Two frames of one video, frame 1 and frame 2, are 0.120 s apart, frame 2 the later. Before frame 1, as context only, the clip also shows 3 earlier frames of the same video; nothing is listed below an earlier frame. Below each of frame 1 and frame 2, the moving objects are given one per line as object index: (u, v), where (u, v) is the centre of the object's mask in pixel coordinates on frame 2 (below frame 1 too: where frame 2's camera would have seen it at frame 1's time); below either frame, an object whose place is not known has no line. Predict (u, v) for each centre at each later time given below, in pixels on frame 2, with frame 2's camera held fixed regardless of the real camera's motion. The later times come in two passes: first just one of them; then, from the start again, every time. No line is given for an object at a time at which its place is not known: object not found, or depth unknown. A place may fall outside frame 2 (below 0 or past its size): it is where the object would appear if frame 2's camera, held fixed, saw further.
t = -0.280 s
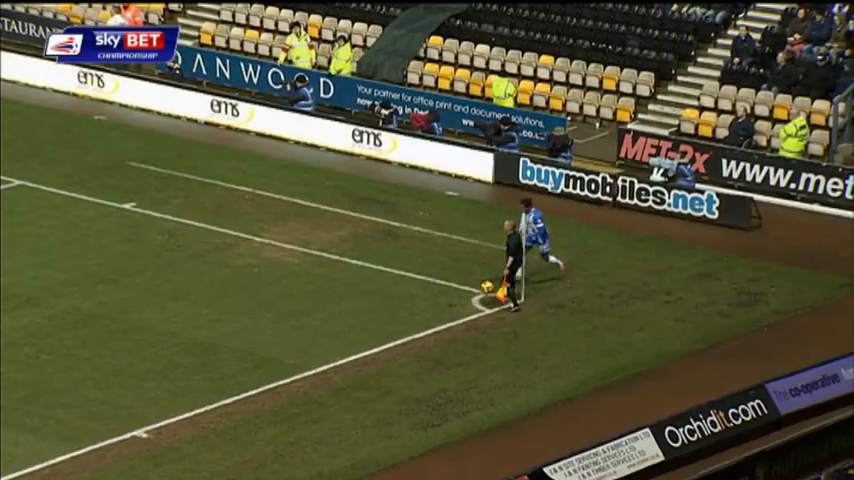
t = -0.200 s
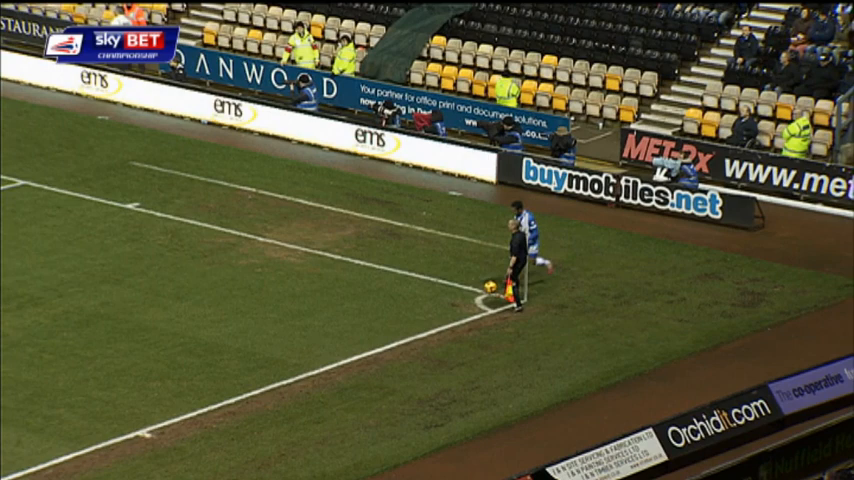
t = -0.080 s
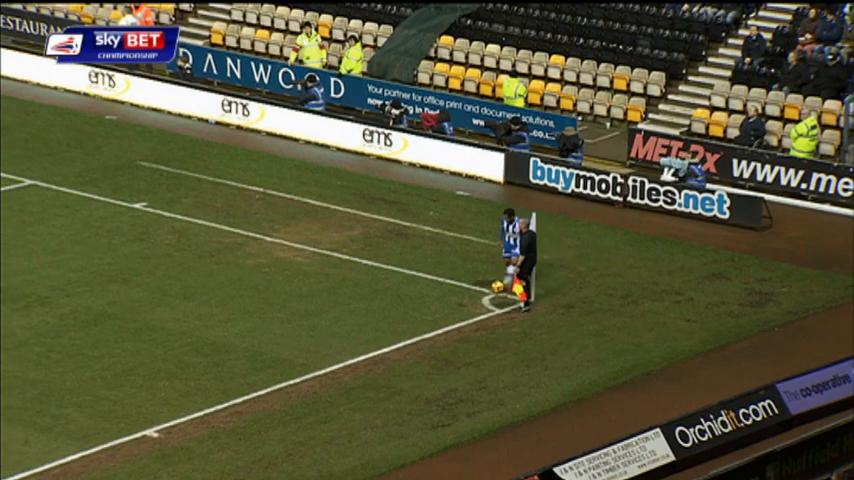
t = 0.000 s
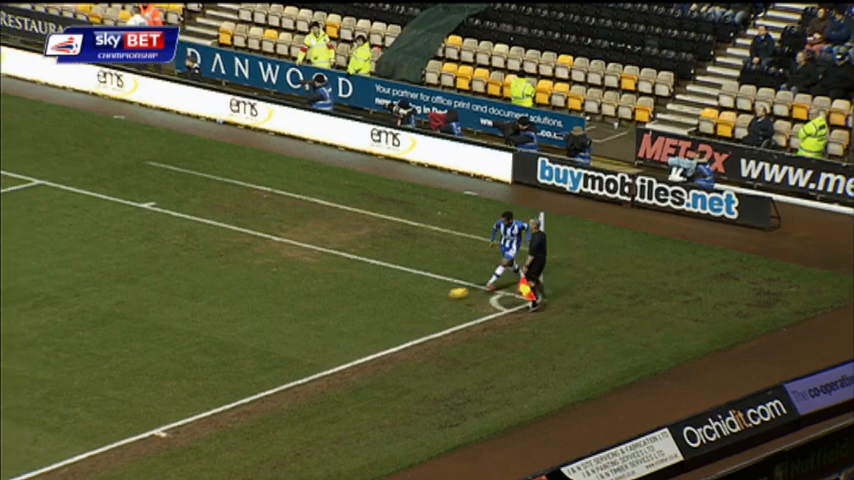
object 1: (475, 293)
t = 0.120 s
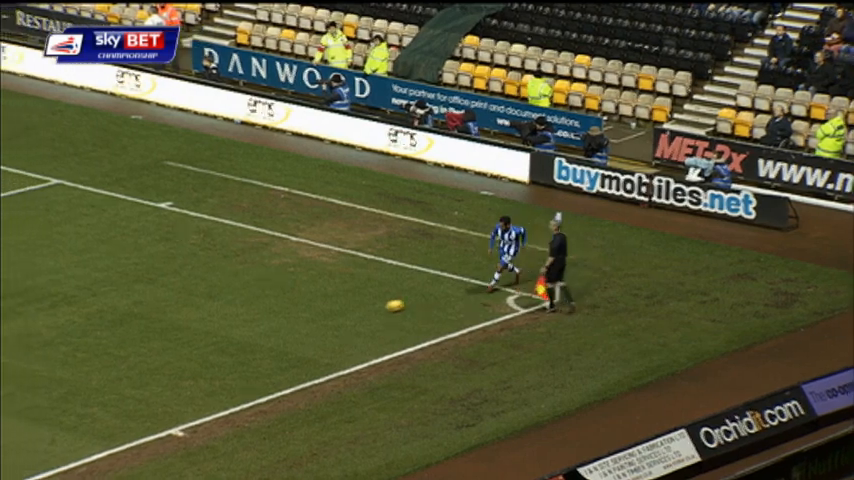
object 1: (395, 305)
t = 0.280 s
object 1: (293, 322)
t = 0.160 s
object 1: (369, 310)
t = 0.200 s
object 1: (343, 314)
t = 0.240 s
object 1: (317, 318)
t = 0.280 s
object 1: (293, 322)
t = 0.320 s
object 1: (268, 326)
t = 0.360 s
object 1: (244, 330)
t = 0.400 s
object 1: (221, 333)
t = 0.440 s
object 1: (197, 337)
